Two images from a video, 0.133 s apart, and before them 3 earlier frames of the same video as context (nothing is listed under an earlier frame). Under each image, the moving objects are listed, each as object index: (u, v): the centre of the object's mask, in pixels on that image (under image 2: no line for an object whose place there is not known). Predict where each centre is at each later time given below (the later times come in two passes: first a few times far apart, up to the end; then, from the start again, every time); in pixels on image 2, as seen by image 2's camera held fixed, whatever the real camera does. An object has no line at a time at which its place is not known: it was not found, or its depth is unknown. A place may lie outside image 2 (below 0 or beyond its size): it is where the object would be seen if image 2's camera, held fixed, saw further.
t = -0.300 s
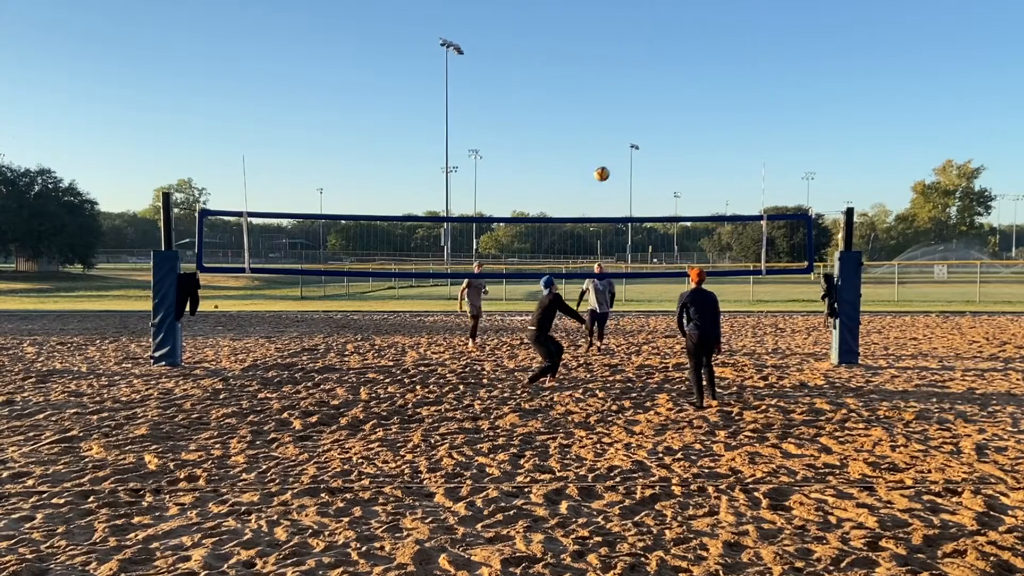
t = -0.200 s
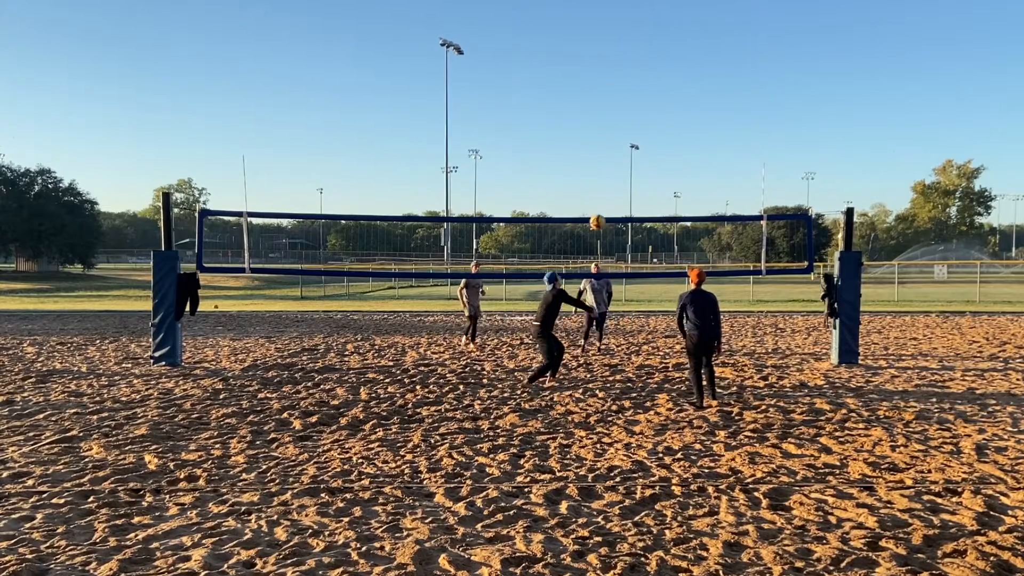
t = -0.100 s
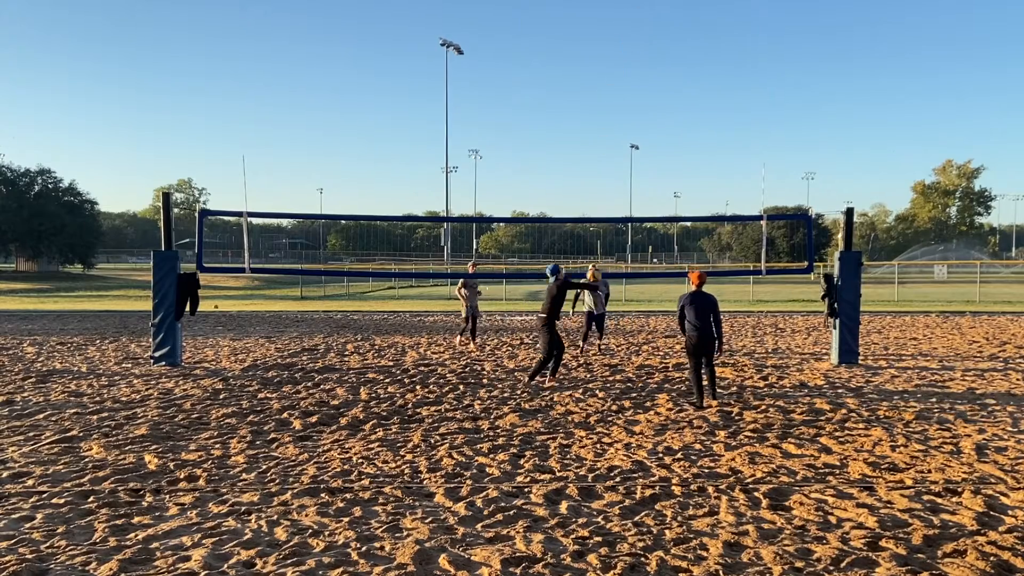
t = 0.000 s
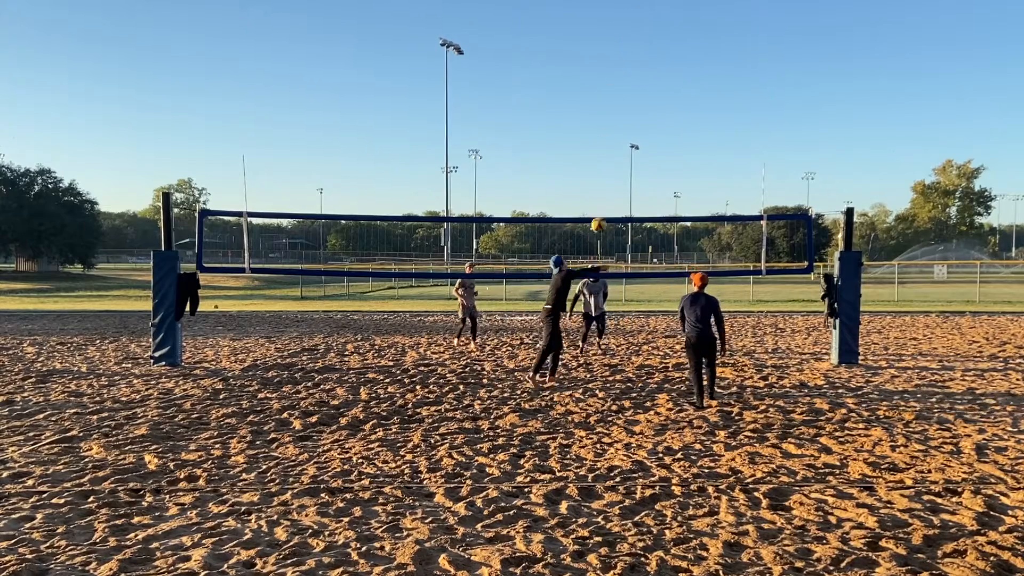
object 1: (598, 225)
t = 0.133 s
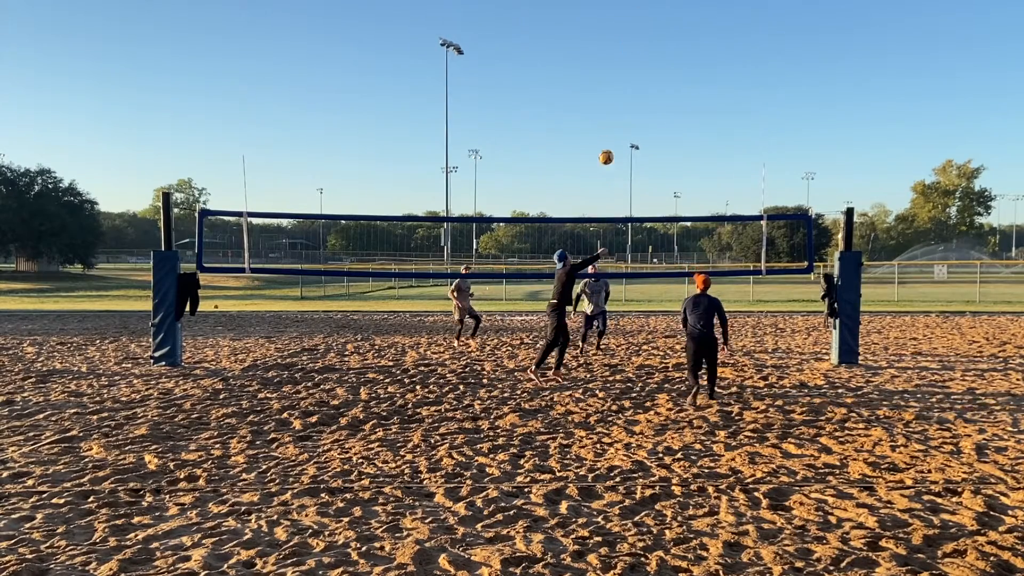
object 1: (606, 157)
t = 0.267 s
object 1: (612, 102)
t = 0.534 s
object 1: (625, 32)
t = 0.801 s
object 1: (636, 13)
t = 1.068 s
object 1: (646, 43)
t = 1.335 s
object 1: (655, 118)
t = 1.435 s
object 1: (658, 158)
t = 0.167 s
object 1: (607, 142)
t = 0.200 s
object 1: (609, 128)
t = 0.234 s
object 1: (611, 115)
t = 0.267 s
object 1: (612, 102)
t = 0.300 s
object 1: (614, 91)
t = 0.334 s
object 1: (615, 80)
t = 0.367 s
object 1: (617, 70)
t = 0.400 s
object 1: (618, 60)
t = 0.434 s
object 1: (620, 52)
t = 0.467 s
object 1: (621, 44)
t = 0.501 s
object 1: (623, 38)
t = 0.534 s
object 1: (625, 32)
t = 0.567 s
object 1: (626, 27)
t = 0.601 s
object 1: (628, 22)
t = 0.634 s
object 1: (629, 19)
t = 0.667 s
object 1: (630, 16)
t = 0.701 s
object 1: (631, 14)
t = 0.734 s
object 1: (633, 13)
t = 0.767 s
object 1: (634, 12)
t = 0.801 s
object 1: (636, 13)
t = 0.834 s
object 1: (637, 14)
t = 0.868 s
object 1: (639, 15)
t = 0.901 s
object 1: (640, 18)
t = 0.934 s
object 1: (641, 21)
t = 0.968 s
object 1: (642, 26)
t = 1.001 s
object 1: (644, 30)
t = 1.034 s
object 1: (644, 36)
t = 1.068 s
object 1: (646, 43)
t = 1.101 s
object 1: (647, 49)
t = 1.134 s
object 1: (648, 57)
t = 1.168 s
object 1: (649, 66)
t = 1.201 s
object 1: (650, 75)
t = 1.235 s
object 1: (651, 85)
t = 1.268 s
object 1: (652, 96)
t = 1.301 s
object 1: (654, 107)
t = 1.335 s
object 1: (655, 118)
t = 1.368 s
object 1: (656, 131)
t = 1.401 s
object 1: (657, 144)
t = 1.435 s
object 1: (658, 158)
